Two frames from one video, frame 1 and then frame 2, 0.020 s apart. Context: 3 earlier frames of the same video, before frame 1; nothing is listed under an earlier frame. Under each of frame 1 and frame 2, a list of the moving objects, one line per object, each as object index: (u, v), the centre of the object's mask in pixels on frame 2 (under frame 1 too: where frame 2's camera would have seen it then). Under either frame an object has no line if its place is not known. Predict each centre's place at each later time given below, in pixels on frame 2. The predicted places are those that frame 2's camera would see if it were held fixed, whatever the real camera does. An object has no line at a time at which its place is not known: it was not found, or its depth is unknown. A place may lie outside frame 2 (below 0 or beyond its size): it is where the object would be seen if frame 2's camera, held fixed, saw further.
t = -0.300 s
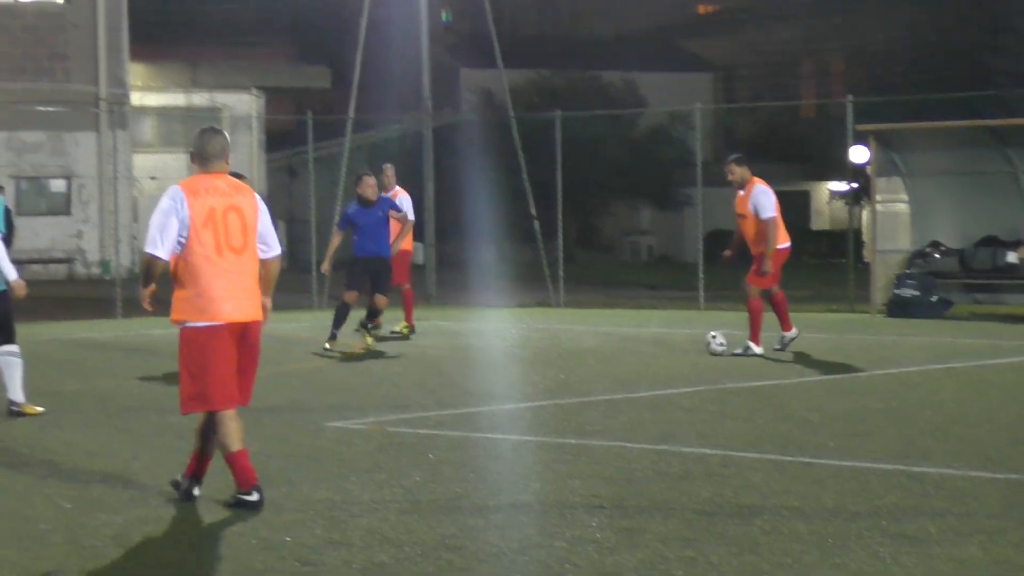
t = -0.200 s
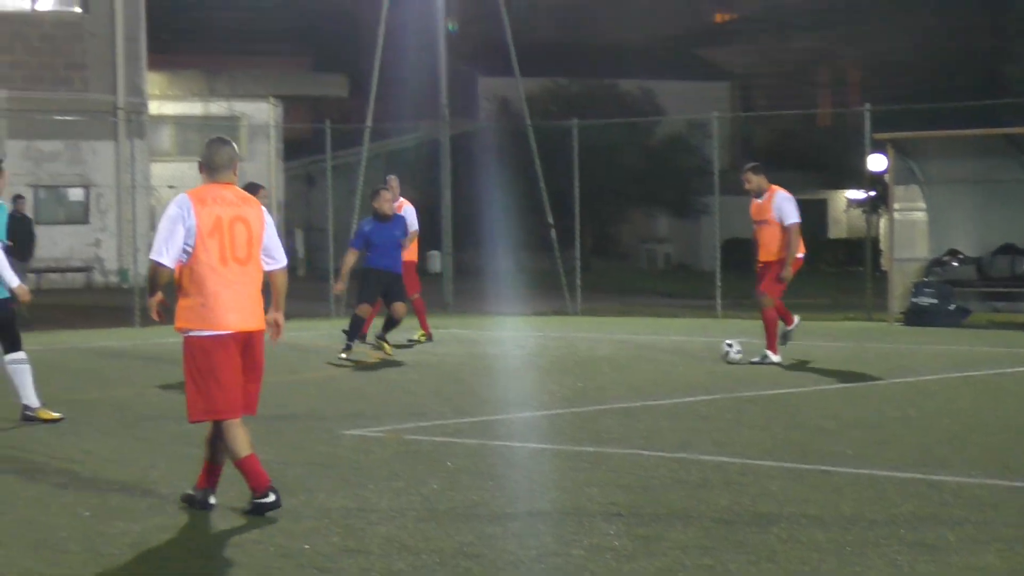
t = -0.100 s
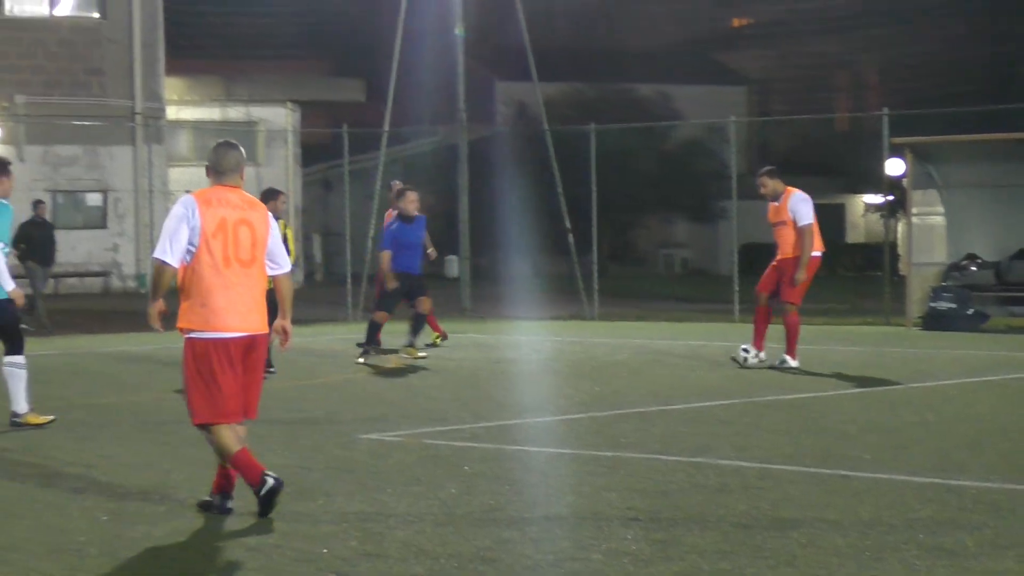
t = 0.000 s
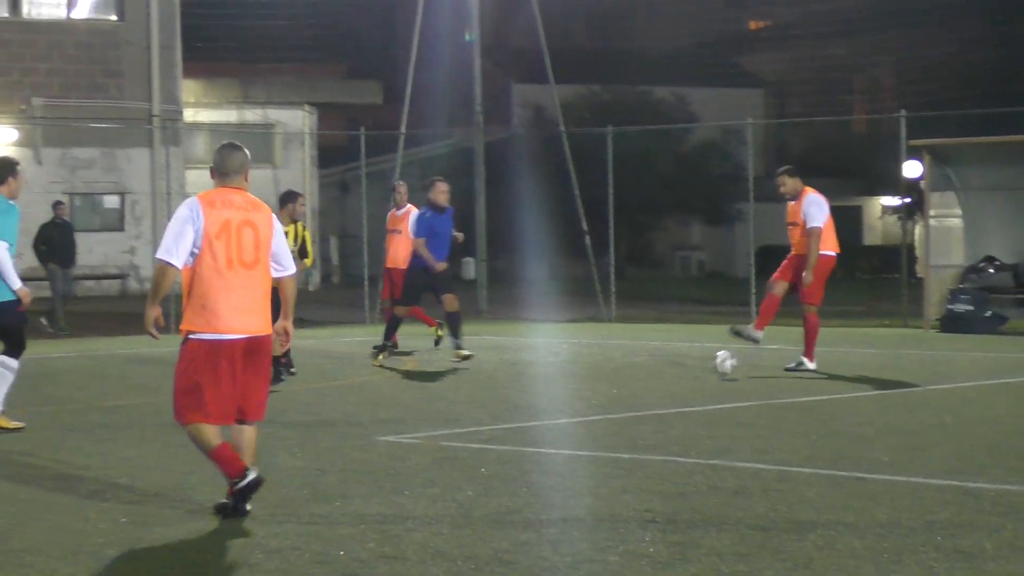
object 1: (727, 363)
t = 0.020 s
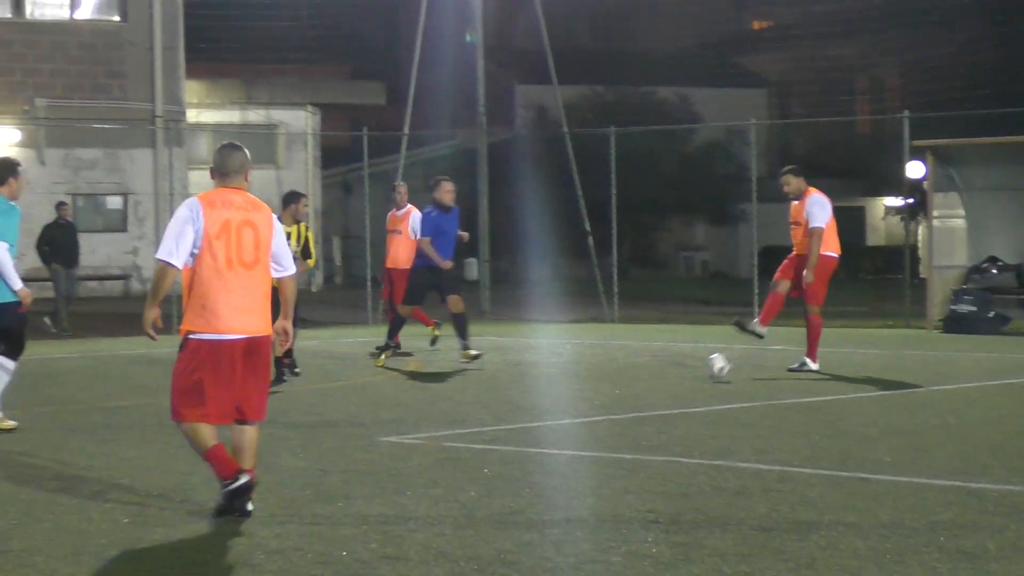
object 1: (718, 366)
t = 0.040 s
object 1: (710, 370)
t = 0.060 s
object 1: (701, 372)
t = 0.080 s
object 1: (693, 373)
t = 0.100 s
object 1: (684, 374)
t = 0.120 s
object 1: (676, 376)
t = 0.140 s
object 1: (667, 378)
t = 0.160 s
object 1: (657, 381)
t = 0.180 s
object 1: (648, 383)
